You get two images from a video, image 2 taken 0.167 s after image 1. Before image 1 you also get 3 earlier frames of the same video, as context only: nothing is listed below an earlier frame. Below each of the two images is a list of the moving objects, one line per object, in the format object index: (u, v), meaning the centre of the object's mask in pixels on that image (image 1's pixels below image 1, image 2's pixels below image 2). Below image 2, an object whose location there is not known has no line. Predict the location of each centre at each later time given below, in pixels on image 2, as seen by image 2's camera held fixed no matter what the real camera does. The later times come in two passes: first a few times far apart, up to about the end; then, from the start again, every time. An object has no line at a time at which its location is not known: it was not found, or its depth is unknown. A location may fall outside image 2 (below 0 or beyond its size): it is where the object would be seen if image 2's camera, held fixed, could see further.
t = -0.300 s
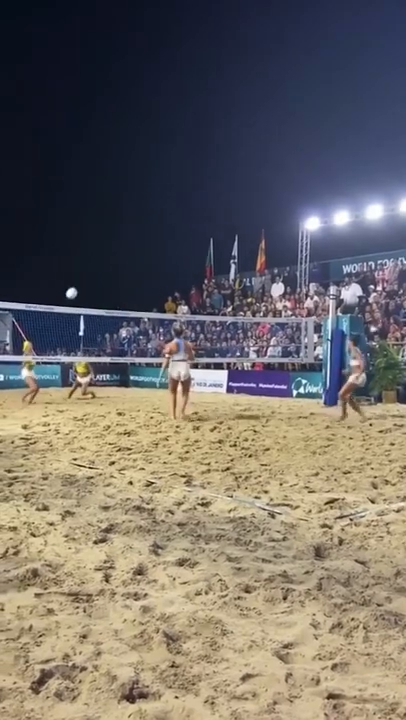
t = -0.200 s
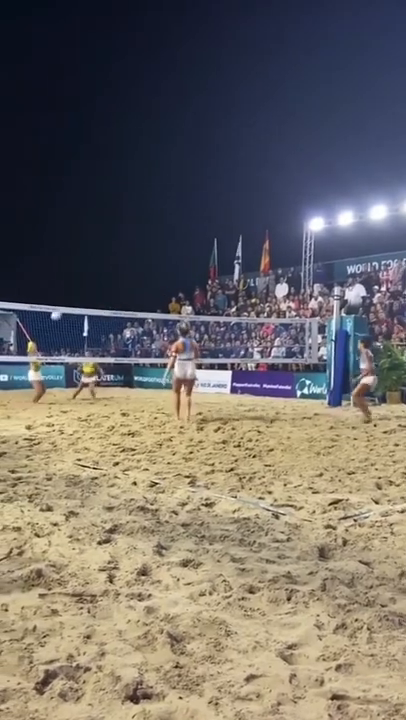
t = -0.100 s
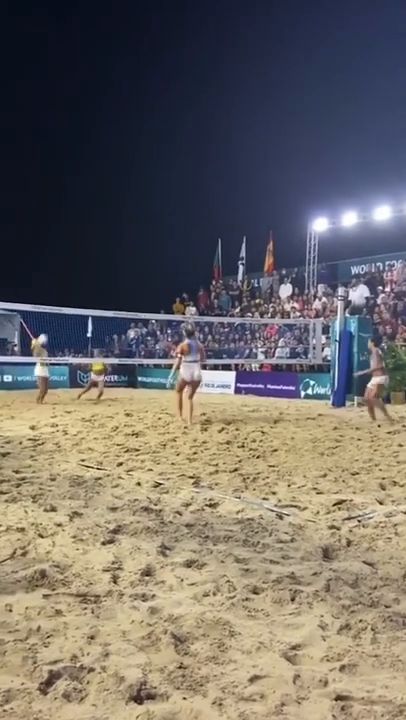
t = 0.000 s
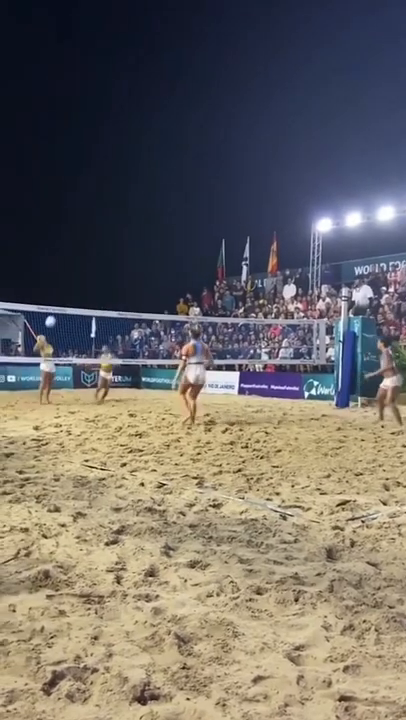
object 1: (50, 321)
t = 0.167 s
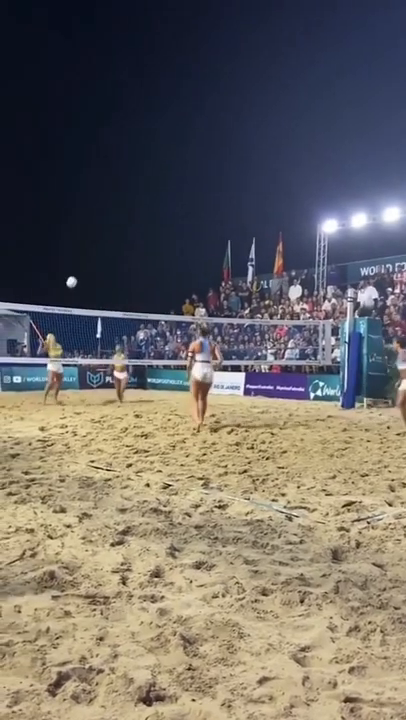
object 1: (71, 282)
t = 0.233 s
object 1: (77, 269)
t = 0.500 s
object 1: (102, 234)
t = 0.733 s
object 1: (125, 229)
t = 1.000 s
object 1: (150, 253)
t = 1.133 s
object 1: (162, 276)
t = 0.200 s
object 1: (74, 275)
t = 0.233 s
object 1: (77, 269)
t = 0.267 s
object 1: (80, 263)
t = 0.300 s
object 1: (84, 257)
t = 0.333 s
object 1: (87, 252)
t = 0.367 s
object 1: (90, 248)
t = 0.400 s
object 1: (93, 243)
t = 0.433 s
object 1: (96, 240)
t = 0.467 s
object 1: (99, 237)
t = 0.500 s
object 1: (102, 234)
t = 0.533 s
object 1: (106, 232)
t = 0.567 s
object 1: (109, 230)
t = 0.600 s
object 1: (112, 229)
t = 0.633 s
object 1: (115, 228)
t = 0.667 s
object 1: (119, 228)
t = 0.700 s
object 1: (122, 228)
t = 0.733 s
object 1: (125, 229)
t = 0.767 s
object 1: (128, 230)
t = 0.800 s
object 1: (132, 232)
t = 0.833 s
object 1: (135, 235)
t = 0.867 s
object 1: (138, 237)
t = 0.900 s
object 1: (141, 240)
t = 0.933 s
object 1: (144, 244)
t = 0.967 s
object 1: (147, 248)
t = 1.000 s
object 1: (150, 253)
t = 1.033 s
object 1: (153, 258)
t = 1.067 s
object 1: (156, 264)
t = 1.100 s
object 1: (159, 270)
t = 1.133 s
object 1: (162, 276)
